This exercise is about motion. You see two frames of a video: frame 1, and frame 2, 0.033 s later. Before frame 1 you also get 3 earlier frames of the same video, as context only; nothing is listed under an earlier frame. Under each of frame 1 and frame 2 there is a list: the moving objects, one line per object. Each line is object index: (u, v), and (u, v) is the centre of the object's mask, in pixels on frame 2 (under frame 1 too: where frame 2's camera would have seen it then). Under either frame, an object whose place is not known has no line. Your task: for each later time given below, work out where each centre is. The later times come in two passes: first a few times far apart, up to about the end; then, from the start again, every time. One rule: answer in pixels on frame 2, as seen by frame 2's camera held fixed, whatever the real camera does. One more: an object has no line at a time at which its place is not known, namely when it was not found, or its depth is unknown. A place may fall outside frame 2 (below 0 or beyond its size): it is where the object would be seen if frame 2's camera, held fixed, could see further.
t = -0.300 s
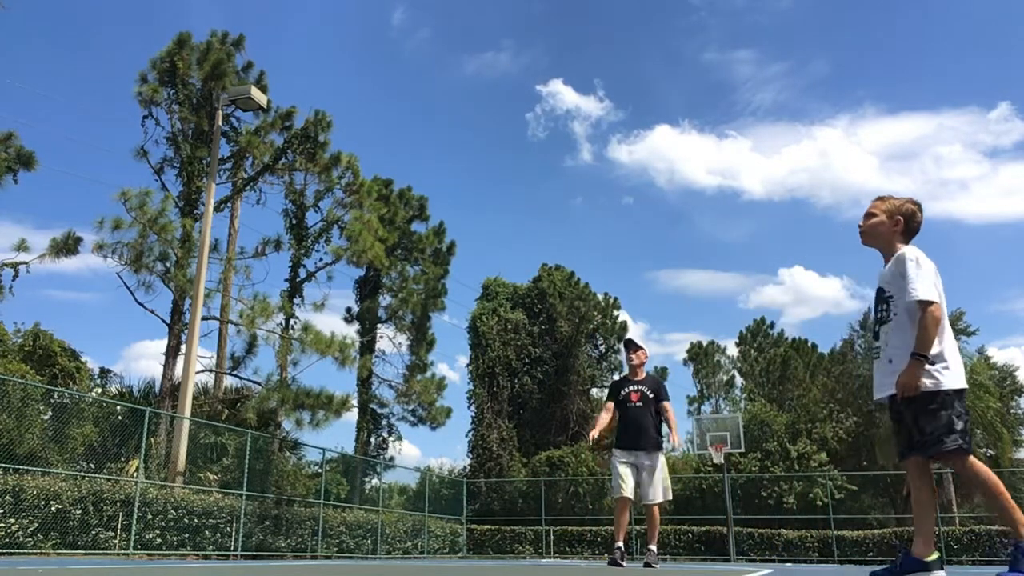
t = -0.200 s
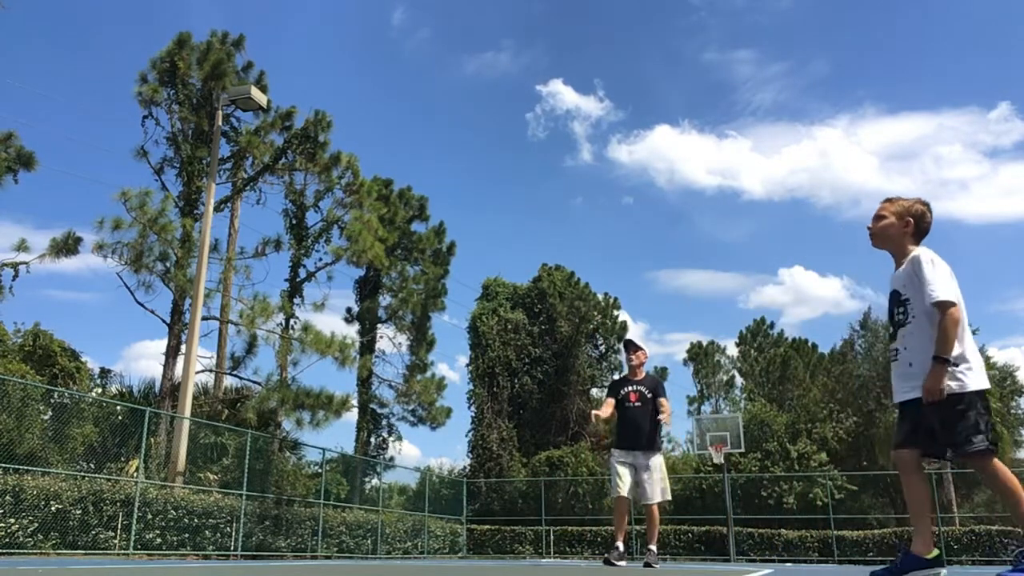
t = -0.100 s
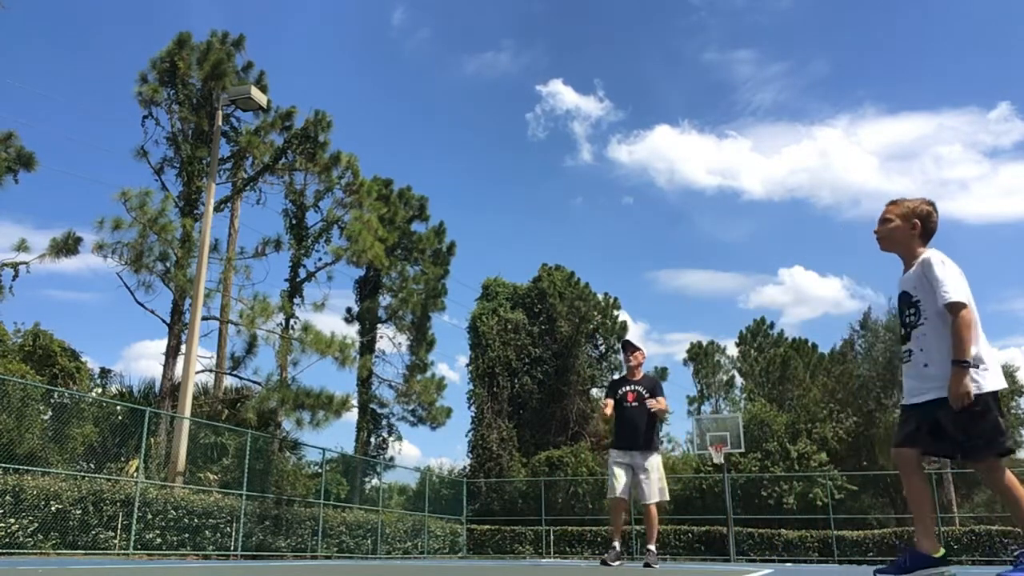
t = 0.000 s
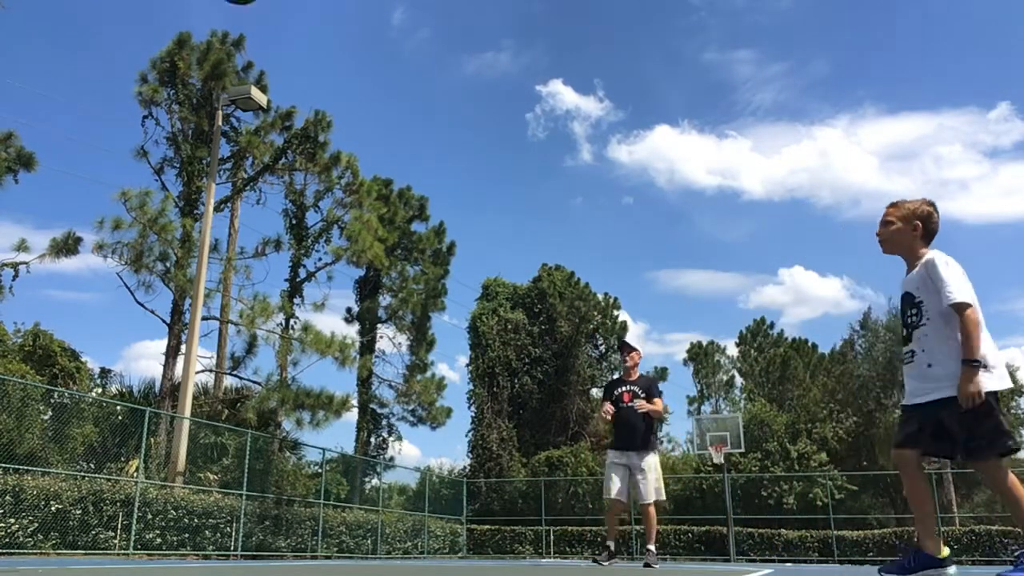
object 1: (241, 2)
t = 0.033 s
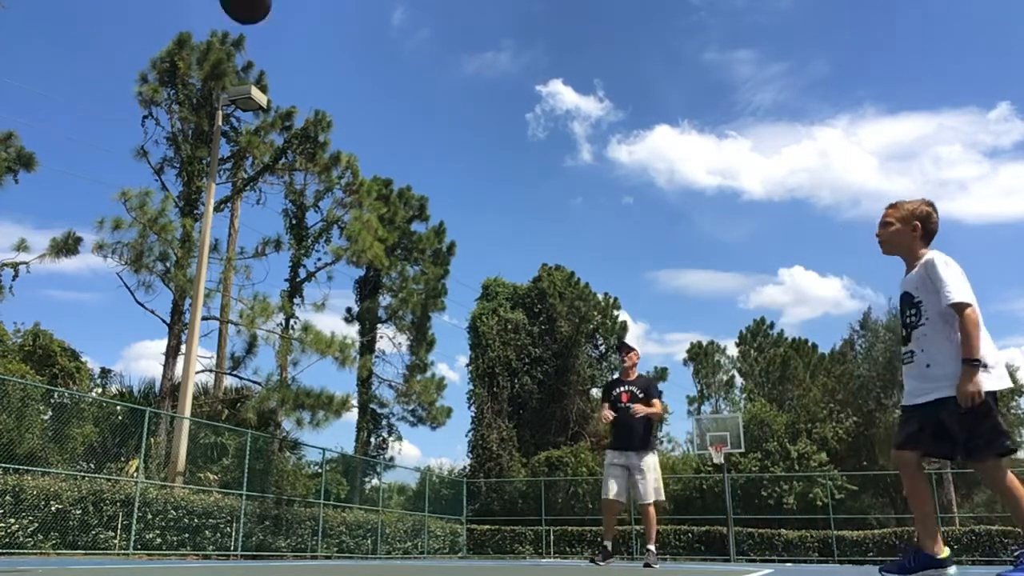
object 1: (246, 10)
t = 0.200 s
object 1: (281, 135)
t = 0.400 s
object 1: (322, 412)
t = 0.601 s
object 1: (367, 385)
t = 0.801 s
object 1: (409, 218)
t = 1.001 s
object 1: (446, 142)
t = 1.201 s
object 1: (483, 152)
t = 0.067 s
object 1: (253, 21)
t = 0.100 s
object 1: (260, 43)
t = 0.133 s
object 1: (267, 71)
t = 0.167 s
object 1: (275, 101)
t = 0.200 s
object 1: (281, 135)
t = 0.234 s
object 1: (289, 171)
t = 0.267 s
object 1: (295, 212)
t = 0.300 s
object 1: (302, 255)
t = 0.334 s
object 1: (308, 303)
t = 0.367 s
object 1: (315, 355)
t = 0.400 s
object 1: (322, 412)
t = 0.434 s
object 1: (328, 475)
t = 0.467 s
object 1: (335, 544)
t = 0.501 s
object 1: (343, 510)
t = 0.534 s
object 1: (351, 464)
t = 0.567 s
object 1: (359, 423)
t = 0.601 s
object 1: (367, 385)
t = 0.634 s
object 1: (374, 349)
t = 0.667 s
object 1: (381, 318)
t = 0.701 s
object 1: (389, 288)
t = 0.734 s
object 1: (395, 262)
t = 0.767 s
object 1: (402, 238)
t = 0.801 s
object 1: (409, 218)
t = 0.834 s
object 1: (414, 199)
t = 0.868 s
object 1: (421, 183)
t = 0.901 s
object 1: (428, 169)
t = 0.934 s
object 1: (434, 158)
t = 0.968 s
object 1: (440, 149)
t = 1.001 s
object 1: (446, 142)
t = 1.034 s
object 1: (452, 138)
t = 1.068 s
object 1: (459, 136)
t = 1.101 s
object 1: (465, 136)
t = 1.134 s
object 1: (471, 139)
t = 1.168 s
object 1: (477, 144)
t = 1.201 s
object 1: (483, 152)
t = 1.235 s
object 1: (489, 162)
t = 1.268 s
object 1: (496, 175)
